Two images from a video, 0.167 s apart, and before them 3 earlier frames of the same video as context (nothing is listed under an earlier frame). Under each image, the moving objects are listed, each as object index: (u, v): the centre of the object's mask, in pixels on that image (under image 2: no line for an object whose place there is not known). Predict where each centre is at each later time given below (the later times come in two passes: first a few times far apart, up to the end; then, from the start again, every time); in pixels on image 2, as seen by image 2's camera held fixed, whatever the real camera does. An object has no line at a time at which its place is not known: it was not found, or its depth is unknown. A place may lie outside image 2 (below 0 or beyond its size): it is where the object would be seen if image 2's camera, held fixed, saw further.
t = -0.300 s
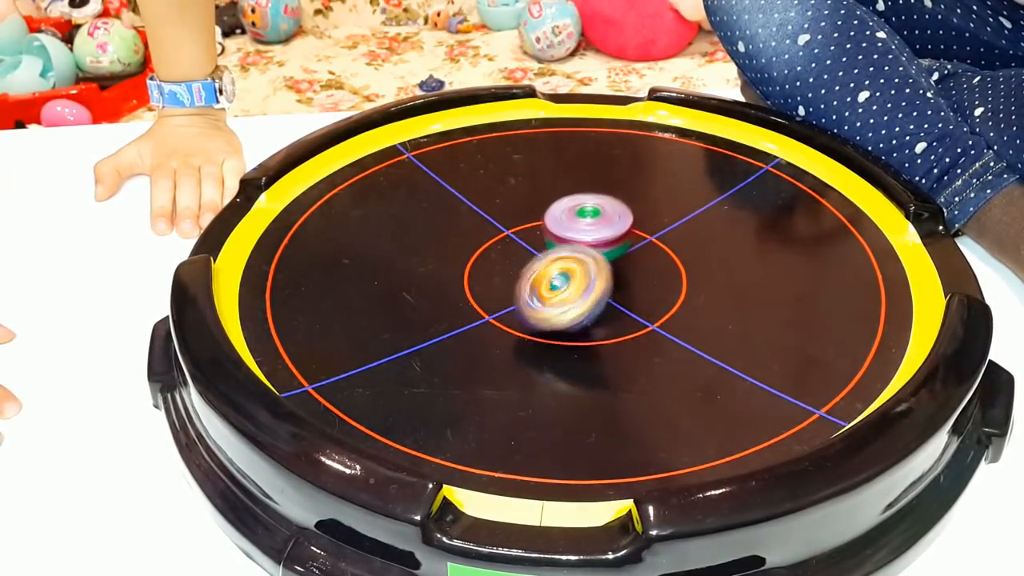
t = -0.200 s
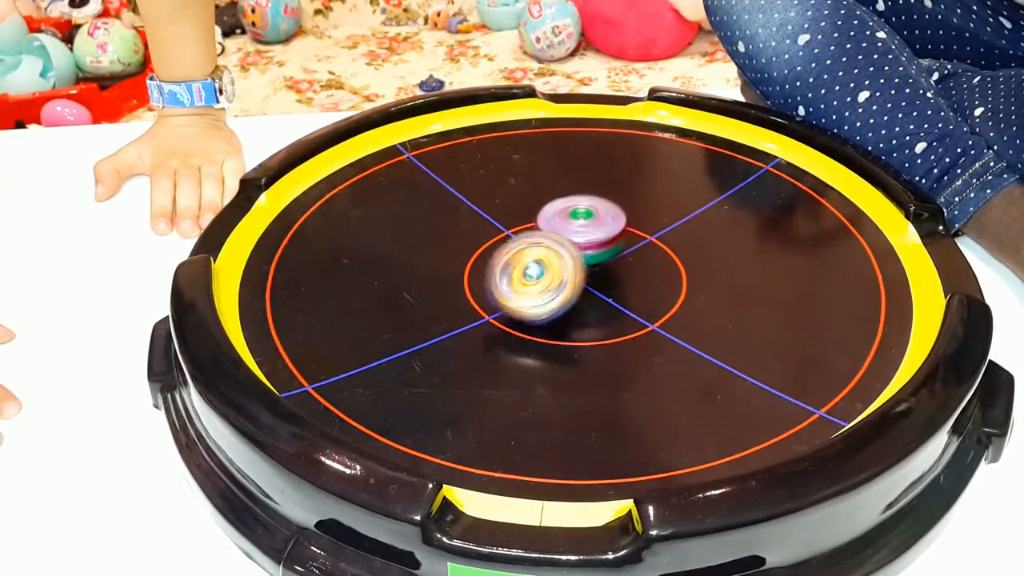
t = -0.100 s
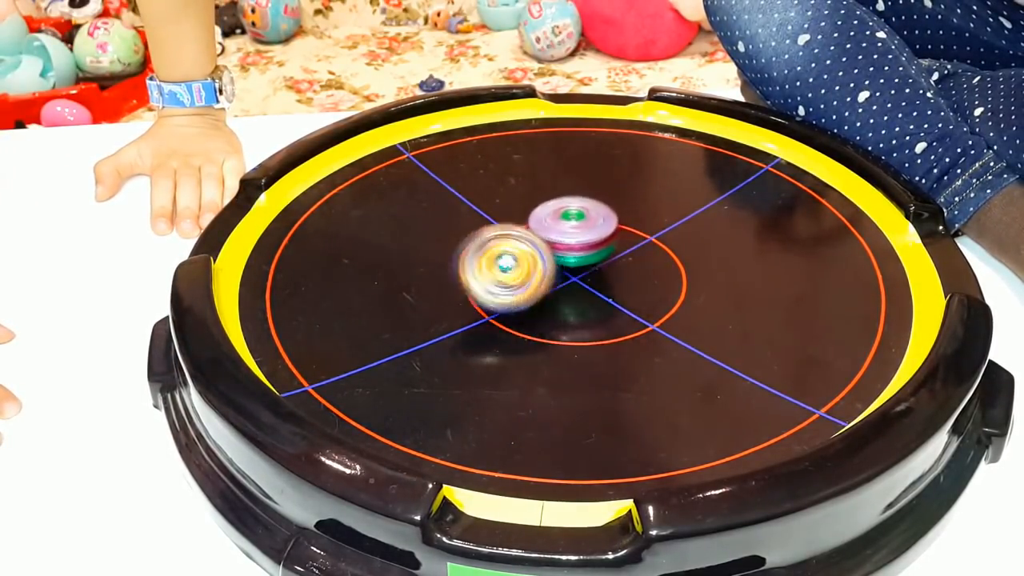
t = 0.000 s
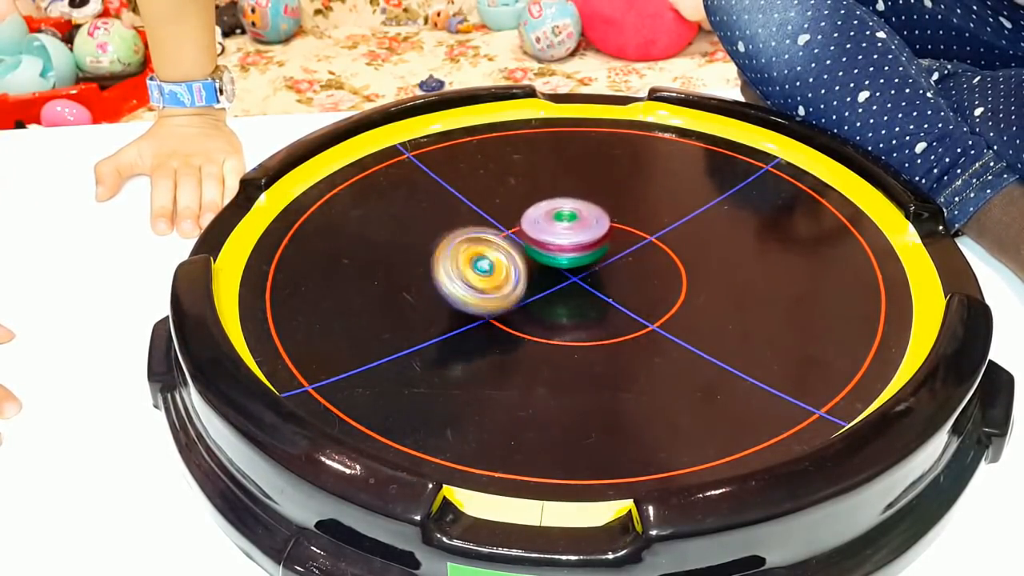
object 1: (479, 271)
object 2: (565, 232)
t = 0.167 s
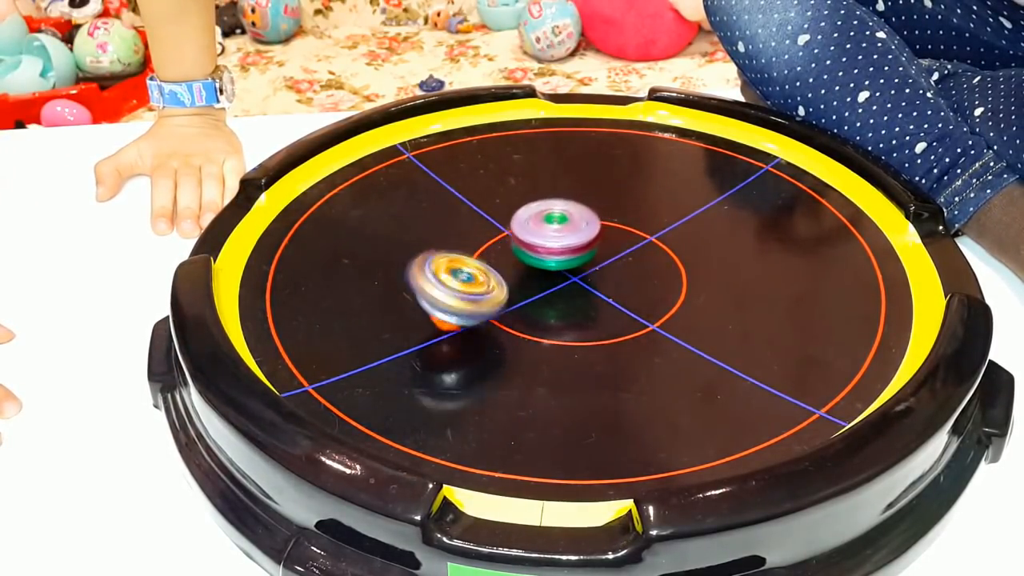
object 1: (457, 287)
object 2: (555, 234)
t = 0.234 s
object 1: (460, 297)
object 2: (550, 234)
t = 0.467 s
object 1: (514, 301)
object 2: (544, 234)
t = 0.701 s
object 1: (529, 292)
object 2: (570, 217)
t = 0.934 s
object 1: (527, 287)
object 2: (604, 213)
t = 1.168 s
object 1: (523, 282)
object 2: (628, 227)
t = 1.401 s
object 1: (526, 281)
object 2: (621, 247)
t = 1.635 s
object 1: (501, 280)
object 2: (606, 249)
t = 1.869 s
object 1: (513, 286)
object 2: (582, 241)
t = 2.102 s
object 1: (520, 274)
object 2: (594, 230)
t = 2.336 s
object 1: (526, 265)
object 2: (609, 226)
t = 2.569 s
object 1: (527, 252)
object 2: (616, 231)
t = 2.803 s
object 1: (513, 254)
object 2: (619, 240)
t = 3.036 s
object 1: (517, 251)
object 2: (622, 245)
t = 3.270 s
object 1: (503, 253)
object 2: (633, 250)
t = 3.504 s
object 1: (526, 254)
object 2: (623, 252)
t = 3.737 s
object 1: (503, 245)
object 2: (634, 251)
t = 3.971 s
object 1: (506, 252)
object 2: (640, 255)
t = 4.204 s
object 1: (528, 239)
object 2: (628, 255)
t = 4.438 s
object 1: (497, 225)
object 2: (625, 252)
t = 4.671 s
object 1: (480, 236)
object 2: (631, 252)
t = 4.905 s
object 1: (528, 237)
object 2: (622, 251)
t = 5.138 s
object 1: (510, 199)
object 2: (625, 248)
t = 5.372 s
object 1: (474, 177)
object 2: (626, 249)
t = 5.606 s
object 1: (467, 203)
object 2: (615, 246)
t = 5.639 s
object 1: (470, 209)
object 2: (613, 245)
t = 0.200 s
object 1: (458, 291)
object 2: (552, 234)
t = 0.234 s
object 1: (460, 297)
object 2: (550, 234)
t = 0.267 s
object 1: (465, 301)
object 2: (548, 234)
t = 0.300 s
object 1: (471, 304)
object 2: (548, 234)
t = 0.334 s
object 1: (477, 305)
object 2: (546, 234)
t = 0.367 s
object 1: (485, 306)
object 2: (545, 234)
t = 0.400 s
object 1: (495, 305)
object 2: (544, 234)
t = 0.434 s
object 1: (505, 303)
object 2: (544, 234)
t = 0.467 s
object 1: (514, 301)
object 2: (544, 234)
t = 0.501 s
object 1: (521, 298)
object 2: (545, 233)
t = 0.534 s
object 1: (525, 294)
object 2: (546, 231)
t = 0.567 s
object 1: (524, 290)
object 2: (552, 226)
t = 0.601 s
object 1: (526, 290)
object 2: (558, 223)
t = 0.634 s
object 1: (526, 291)
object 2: (562, 221)
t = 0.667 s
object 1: (527, 292)
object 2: (566, 219)
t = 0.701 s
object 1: (529, 292)
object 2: (570, 217)
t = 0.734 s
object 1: (532, 293)
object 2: (574, 215)
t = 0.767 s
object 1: (534, 292)
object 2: (579, 214)
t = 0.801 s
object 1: (536, 292)
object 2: (583, 213)
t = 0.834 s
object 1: (535, 289)
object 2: (589, 213)
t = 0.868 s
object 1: (531, 288)
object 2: (594, 212)
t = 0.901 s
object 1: (529, 288)
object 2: (598, 212)
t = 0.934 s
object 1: (527, 287)
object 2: (604, 213)
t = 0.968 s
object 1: (527, 287)
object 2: (608, 214)
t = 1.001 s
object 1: (527, 286)
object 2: (612, 215)
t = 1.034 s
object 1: (526, 286)
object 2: (616, 217)
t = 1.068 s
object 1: (525, 284)
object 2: (620, 219)
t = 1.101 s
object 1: (524, 282)
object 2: (622, 221)
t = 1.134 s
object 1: (524, 282)
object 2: (626, 225)
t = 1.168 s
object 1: (523, 282)
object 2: (628, 227)
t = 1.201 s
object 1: (522, 283)
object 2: (628, 230)
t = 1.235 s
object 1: (522, 282)
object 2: (629, 234)
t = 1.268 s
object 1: (522, 281)
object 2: (629, 236)
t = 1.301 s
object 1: (523, 280)
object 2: (628, 239)
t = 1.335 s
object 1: (524, 281)
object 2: (627, 242)
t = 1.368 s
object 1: (525, 281)
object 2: (624, 245)
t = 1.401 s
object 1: (526, 281)
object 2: (621, 247)
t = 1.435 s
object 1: (527, 281)
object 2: (618, 250)
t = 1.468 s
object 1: (526, 280)
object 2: (614, 251)
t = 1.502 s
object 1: (516, 281)
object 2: (614, 251)
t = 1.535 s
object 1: (511, 283)
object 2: (615, 250)
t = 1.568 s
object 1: (509, 282)
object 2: (612, 250)
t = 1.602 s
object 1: (505, 281)
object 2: (609, 250)
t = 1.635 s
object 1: (501, 280)
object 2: (606, 249)
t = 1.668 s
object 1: (501, 281)
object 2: (603, 248)
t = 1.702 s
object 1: (504, 282)
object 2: (600, 247)
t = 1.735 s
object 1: (507, 285)
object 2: (596, 246)
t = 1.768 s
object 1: (508, 286)
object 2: (592, 245)
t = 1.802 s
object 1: (509, 287)
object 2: (588, 243)
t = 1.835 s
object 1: (512, 286)
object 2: (584, 242)
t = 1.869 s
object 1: (513, 286)
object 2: (582, 241)
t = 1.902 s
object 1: (513, 283)
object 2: (584, 241)
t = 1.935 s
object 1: (513, 280)
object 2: (586, 240)
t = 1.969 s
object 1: (514, 279)
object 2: (589, 238)
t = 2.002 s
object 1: (517, 276)
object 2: (590, 235)
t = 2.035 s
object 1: (518, 275)
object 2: (591, 233)
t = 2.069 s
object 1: (519, 274)
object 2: (593, 231)
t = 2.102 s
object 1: (520, 274)
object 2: (594, 230)
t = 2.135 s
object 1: (520, 273)
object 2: (595, 228)
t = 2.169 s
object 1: (521, 272)
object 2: (597, 227)
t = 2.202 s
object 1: (522, 272)
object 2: (599, 226)
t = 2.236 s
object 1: (522, 272)
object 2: (601, 226)
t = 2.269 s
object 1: (520, 270)
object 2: (603, 226)
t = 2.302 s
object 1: (521, 267)
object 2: (606, 226)
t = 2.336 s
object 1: (526, 265)
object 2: (609, 226)
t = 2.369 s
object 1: (530, 263)
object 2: (611, 226)
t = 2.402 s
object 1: (532, 261)
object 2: (613, 226)
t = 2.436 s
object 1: (531, 261)
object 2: (614, 226)
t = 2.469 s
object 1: (527, 259)
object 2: (615, 228)
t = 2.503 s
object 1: (526, 258)
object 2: (615, 229)
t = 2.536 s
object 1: (527, 255)
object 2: (616, 230)
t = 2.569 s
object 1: (527, 252)
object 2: (616, 231)
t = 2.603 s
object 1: (525, 251)
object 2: (616, 233)
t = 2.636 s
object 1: (523, 252)
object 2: (616, 234)
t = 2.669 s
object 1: (523, 254)
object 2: (615, 235)
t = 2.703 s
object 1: (523, 255)
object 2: (614, 237)
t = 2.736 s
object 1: (517, 253)
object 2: (617, 238)
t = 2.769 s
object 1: (514, 253)
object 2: (618, 239)
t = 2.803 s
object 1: (513, 254)
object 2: (619, 240)
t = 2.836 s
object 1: (514, 254)
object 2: (619, 241)
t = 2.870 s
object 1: (516, 254)
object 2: (619, 242)
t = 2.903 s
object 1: (517, 255)
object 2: (618, 243)
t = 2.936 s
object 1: (518, 254)
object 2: (618, 244)
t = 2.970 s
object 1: (520, 251)
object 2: (616, 245)
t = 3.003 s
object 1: (523, 249)
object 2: (616, 246)
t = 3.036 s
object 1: (517, 251)
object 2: (622, 245)
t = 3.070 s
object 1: (513, 254)
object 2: (628, 246)
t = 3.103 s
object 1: (513, 254)
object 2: (629, 246)
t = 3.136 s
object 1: (512, 252)
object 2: (631, 247)
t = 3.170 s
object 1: (506, 250)
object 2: (632, 247)
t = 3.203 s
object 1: (501, 250)
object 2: (633, 248)
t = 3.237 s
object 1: (500, 251)
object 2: (633, 249)
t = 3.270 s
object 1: (503, 253)
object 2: (633, 250)
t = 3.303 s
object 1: (509, 253)
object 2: (633, 250)
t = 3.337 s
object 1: (510, 258)
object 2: (631, 251)
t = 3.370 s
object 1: (512, 259)
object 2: (630, 252)
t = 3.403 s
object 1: (516, 258)
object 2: (629, 252)
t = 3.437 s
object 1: (521, 256)
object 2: (627, 252)
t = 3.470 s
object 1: (525, 256)
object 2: (624, 252)
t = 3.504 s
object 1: (526, 254)
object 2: (623, 252)
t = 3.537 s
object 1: (527, 251)
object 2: (621, 252)
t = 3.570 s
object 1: (521, 251)
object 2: (622, 252)
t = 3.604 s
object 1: (519, 251)
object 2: (622, 251)
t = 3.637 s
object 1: (518, 250)
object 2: (625, 251)
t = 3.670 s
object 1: (513, 246)
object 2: (629, 251)
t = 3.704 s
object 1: (506, 244)
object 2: (631, 251)
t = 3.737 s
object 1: (503, 245)
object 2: (634, 251)
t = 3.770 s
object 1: (500, 246)
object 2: (636, 251)
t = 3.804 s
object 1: (498, 247)
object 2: (638, 252)
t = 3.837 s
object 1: (499, 249)
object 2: (639, 252)
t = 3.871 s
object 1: (501, 250)
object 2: (641, 253)
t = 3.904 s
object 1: (502, 251)
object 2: (641, 254)
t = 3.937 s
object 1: (503, 251)
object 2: (641, 254)
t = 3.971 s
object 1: (506, 252)
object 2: (640, 255)
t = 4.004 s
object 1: (511, 253)
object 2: (640, 255)
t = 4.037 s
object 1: (515, 252)
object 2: (638, 256)
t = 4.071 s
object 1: (518, 250)
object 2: (637, 256)
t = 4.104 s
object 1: (522, 248)
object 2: (635, 256)
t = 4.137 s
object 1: (525, 245)
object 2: (633, 256)
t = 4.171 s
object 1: (528, 242)
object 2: (630, 256)
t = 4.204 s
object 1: (528, 239)
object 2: (628, 255)
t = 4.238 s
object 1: (528, 235)
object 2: (625, 255)
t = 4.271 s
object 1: (528, 232)
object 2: (622, 254)
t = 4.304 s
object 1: (527, 230)
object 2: (619, 252)
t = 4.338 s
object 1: (525, 227)
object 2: (617, 251)
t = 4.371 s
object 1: (516, 224)
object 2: (621, 251)
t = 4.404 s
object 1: (504, 225)
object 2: (624, 252)
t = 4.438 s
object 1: (497, 225)
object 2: (625, 252)
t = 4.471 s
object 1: (491, 224)
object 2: (626, 251)
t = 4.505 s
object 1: (487, 224)
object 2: (629, 251)
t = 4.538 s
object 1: (484, 225)
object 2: (630, 251)
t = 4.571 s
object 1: (481, 227)
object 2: (631, 251)
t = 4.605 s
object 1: (478, 231)
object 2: (631, 251)
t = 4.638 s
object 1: (477, 236)
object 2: (633, 251)
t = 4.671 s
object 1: (480, 236)
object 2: (631, 252)
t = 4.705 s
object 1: (486, 239)
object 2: (631, 252)
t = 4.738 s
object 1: (493, 241)
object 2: (630, 252)
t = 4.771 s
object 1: (501, 241)
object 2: (630, 252)
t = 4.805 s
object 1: (507, 240)
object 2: (628, 252)
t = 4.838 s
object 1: (513, 239)
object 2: (626, 252)
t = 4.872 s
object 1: (522, 239)
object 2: (625, 252)
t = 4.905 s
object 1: (528, 237)
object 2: (622, 251)
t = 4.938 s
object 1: (534, 234)
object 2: (621, 250)
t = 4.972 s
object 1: (536, 230)
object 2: (618, 249)
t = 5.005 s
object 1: (537, 226)
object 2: (618, 248)
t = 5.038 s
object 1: (531, 222)
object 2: (621, 248)
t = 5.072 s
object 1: (523, 214)
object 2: (623, 249)
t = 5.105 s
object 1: (517, 205)
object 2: (623, 249)
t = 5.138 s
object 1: (510, 199)
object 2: (625, 248)
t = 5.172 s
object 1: (505, 192)
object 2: (627, 248)
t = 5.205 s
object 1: (499, 188)
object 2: (627, 248)
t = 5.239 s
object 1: (494, 182)
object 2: (627, 249)
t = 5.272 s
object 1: (488, 181)
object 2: (626, 249)
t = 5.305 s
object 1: (483, 178)
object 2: (628, 249)
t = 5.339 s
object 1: (478, 177)
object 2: (627, 250)
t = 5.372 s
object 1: (474, 177)
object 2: (626, 249)
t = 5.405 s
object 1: (471, 179)
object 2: (624, 250)
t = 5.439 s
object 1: (469, 181)
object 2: (623, 249)
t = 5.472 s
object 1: (467, 183)
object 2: (622, 249)
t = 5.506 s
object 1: (464, 189)
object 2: (619, 249)
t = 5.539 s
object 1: (464, 193)
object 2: (618, 248)
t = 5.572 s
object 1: (465, 197)
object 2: (616, 247)
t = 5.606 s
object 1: (467, 203)
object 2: (615, 246)
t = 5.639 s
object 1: (470, 209)
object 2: (613, 245)
